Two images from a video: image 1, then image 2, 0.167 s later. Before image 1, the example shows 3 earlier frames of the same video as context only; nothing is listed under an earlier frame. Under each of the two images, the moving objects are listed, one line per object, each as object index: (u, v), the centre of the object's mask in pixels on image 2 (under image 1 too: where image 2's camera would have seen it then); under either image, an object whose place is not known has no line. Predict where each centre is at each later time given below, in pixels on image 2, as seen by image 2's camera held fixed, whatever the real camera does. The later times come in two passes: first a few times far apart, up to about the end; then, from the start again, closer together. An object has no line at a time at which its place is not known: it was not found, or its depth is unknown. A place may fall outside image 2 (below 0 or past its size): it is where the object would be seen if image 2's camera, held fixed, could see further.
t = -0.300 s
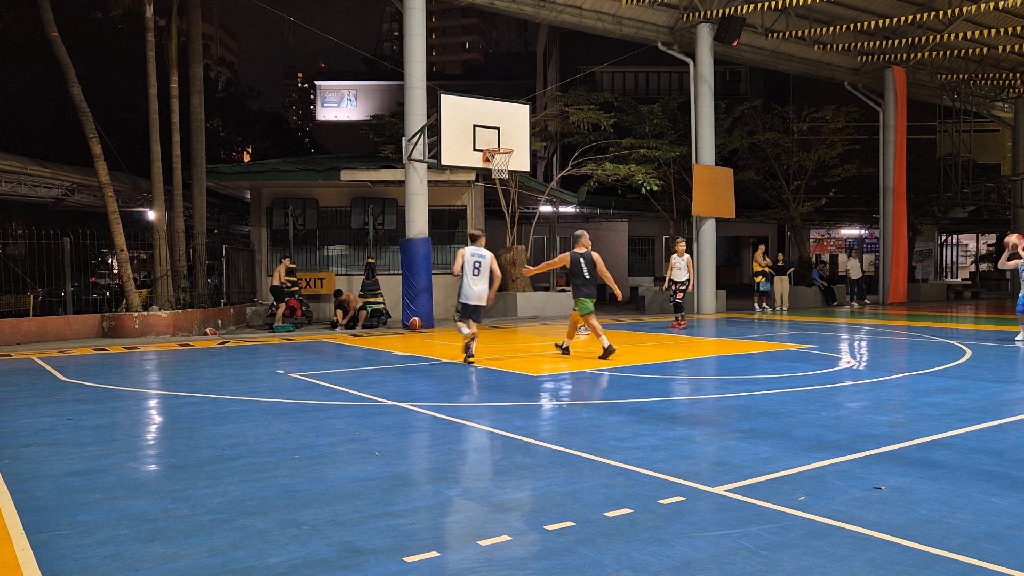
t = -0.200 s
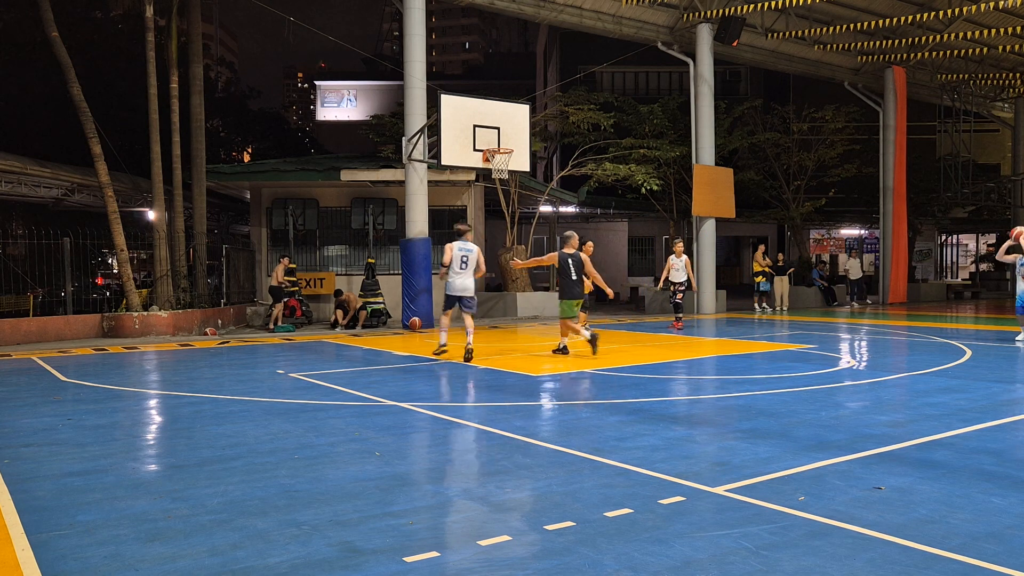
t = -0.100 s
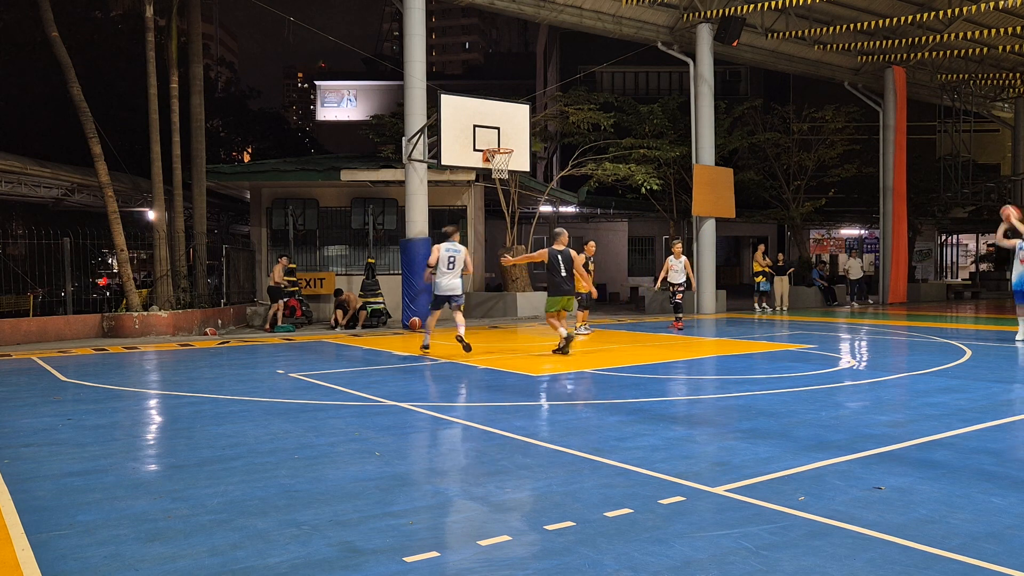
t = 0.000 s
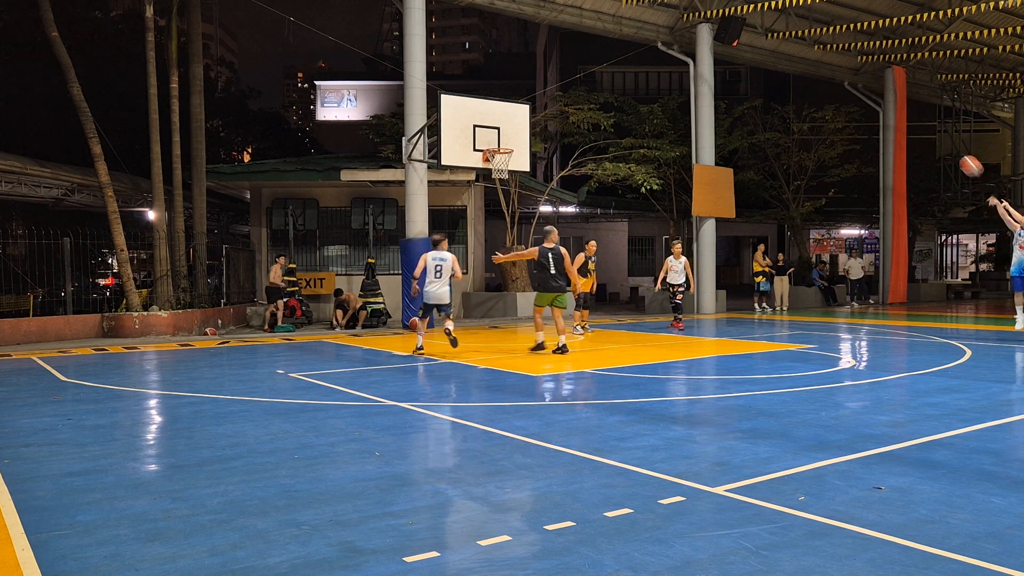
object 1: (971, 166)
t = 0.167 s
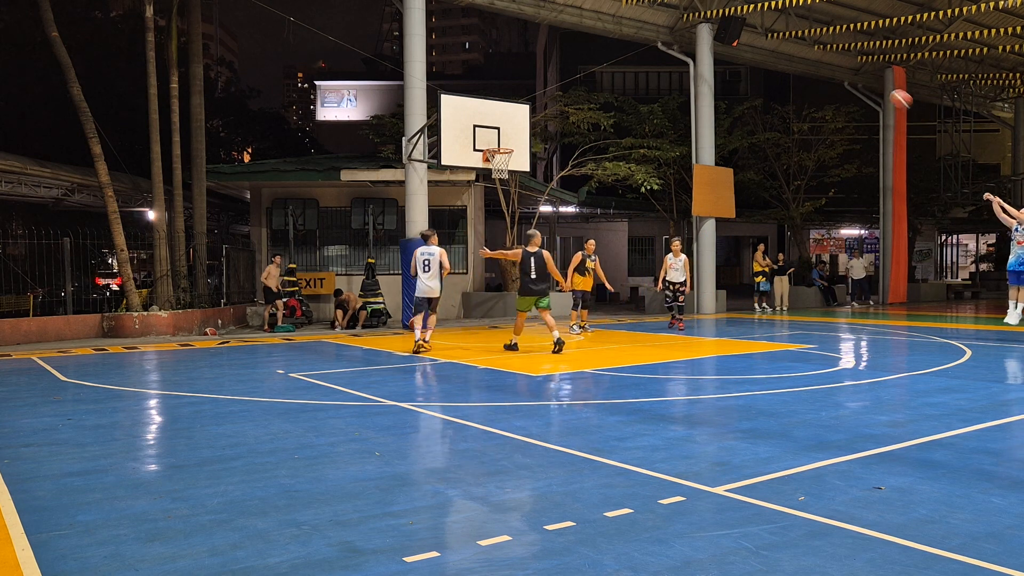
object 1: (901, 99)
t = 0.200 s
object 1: (887, 89)
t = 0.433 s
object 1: (795, 35)
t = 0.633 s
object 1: (719, 18)
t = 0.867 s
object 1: (635, 31)
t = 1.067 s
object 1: (566, 67)
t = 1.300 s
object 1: (488, 139)
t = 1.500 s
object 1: (434, 145)
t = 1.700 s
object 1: (380, 170)
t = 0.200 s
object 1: (887, 89)
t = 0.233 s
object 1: (874, 78)
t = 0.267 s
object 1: (860, 69)
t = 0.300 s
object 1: (847, 61)
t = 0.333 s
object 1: (833, 54)
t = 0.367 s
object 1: (821, 46)
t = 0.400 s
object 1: (808, 40)
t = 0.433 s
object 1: (795, 35)
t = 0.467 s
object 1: (782, 30)
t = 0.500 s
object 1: (769, 26)
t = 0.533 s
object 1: (756, 24)
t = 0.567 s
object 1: (744, 21)
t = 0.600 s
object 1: (731, 20)
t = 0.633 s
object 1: (719, 18)
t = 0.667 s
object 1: (707, 18)
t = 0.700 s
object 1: (694, 19)
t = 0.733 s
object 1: (682, 20)
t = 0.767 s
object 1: (671, 21)
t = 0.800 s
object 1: (658, 24)
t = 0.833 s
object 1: (647, 27)
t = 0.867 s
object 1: (635, 31)
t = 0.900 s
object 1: (623, 35)
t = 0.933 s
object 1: (612, 40)
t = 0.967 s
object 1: (600, 46)
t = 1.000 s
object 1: (589, 53)
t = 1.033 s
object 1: (577, 60)
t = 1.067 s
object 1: (566, 67)
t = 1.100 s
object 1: (555, 76)
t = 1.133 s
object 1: (544, 85)
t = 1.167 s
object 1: (533, 94)
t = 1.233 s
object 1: (510, 116)
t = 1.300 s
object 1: (488, 139)
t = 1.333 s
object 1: (480, 143)
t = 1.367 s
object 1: (471, 142)
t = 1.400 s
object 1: (462, 141)
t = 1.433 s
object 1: (453, 142)
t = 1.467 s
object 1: (442, 143)
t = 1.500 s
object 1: (434, 145)
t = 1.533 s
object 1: (426, 147)
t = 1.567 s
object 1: (417, 151)
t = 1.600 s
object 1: (406, 154)
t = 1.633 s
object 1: (398, 160)
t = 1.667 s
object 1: (389, 164)
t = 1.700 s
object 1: (380, 170)
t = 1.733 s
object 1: (370, 178)
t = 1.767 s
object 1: (361, 185)
